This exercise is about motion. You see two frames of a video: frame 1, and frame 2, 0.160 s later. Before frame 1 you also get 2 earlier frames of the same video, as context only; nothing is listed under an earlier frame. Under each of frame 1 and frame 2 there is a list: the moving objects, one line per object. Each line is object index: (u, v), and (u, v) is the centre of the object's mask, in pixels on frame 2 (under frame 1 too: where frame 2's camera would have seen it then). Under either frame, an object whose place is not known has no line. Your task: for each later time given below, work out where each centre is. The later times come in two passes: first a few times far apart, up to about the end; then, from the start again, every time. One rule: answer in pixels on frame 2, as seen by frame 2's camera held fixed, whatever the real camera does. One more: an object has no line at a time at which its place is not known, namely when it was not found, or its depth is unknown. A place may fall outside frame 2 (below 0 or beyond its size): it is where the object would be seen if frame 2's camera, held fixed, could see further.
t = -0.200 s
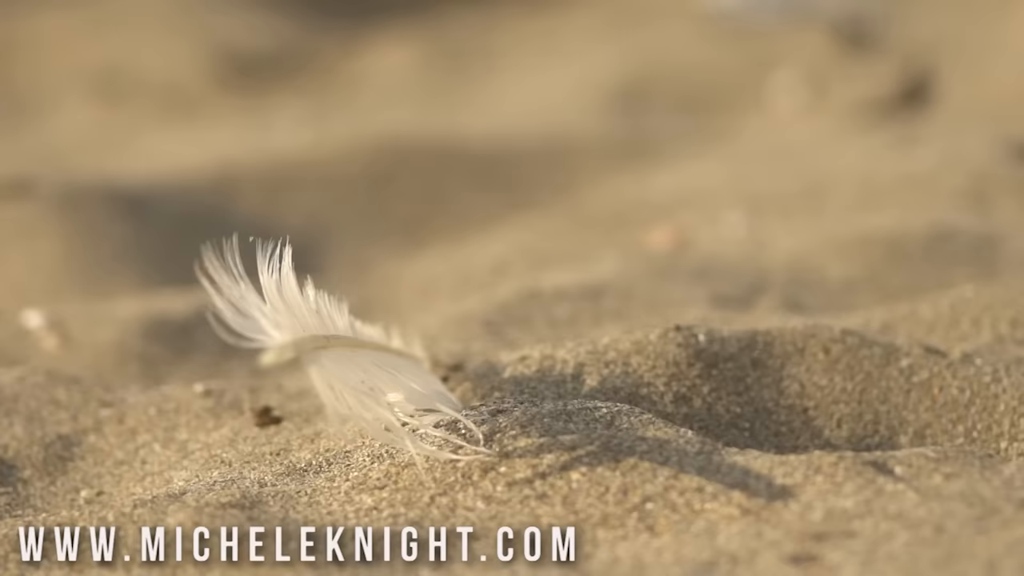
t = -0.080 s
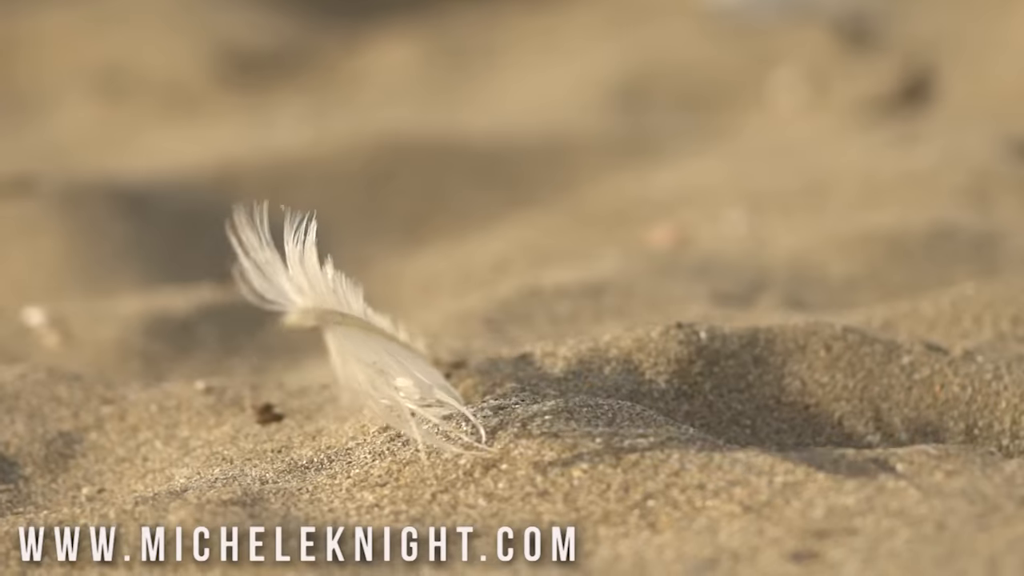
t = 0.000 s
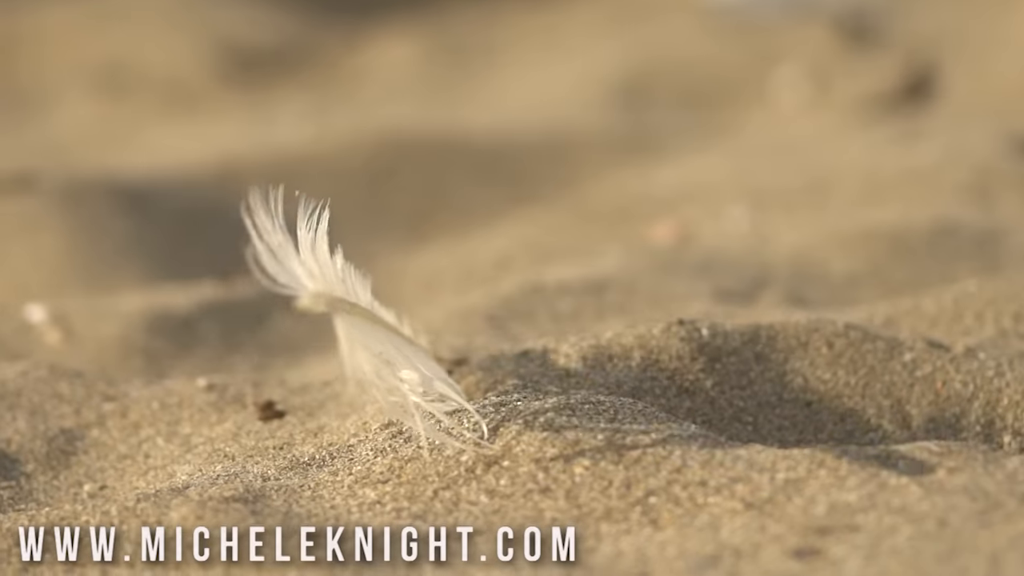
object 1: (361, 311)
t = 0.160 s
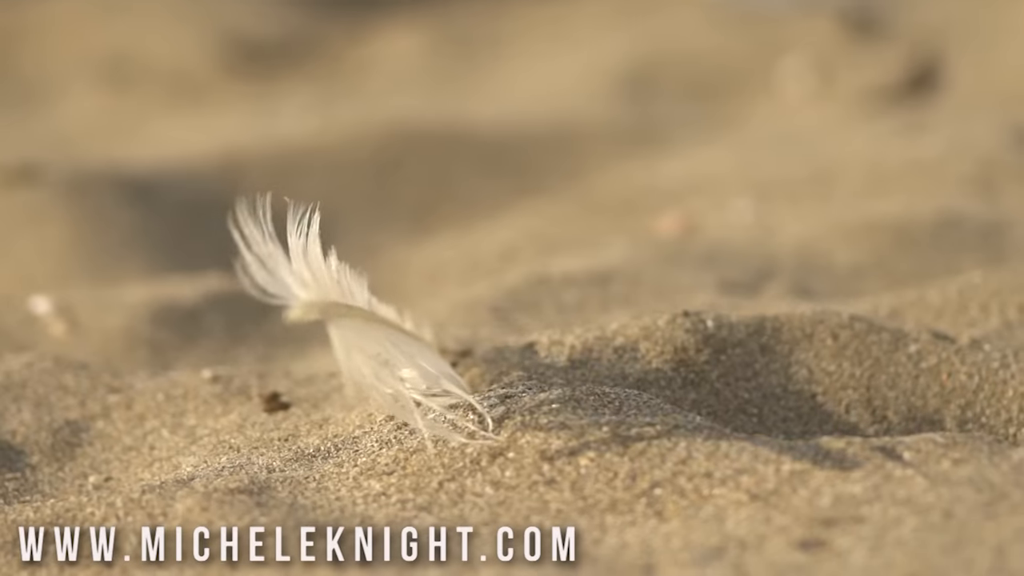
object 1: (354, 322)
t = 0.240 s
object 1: (347, 333)
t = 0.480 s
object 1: (344, 338)
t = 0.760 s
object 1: (355, 322)
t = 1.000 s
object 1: (359, 317)
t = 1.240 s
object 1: (365, 310)
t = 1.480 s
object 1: (363, 313)
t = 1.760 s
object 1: (357, 318)
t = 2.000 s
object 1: (355, 320)
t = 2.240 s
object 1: (351, 325)
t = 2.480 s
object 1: (350, 327)
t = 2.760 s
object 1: (357, 319)
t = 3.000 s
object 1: (355, 321)
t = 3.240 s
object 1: (349, 329)
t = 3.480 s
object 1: (344, 334)
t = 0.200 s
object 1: (350, 328)
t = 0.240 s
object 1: (347, 333)
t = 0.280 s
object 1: (344, 338)
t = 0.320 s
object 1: (342, 340)
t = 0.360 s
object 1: (342, 341)
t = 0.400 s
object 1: (342, 340)
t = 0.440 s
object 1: (343, 339)
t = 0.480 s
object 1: (344, 338)
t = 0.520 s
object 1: (345, 336)
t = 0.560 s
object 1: (346, 334)
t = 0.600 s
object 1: (348, 332)
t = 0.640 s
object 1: (350, 330)
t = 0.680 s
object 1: (351, 327)
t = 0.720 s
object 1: (353, 325)
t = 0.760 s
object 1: (355, 322)
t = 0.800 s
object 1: (356, 321)
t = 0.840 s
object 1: (356, 321)
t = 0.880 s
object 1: (355, 322)
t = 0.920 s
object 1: (356, 321)
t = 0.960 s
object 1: (357, 320)
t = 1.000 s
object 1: (359, 317)
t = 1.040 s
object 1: (361, 315)
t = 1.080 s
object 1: (363, 313)
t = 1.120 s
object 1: (365, 312)
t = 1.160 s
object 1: (366, 310)
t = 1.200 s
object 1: (366, 310)
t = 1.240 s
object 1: (365, 310)
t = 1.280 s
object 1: (364, 310)
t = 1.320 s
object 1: (364, 312)
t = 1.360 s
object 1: (363, 313)
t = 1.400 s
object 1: (363, 313)
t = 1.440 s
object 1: (363, 313)
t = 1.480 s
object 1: (363, 313)
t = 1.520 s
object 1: (362, 313)
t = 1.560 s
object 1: (361, 314)
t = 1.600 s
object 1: (360, 315)
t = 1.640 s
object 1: (359, 316)
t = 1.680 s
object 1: (358, 317)
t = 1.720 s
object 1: (358, 317)
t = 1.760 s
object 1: (357, 318)
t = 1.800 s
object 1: (357, 319)
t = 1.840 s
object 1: (357, 319)
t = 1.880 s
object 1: (356, 320)
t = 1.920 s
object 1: (356, 320)
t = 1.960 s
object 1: (355, 320)
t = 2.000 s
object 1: (355, 320)
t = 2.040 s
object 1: (355, 320)
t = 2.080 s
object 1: (355, 320)
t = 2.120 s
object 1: (355, 321)
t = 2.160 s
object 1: (354, 322)
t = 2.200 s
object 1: (353, 324)
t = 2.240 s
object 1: (351, 325)
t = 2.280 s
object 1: (350, 328)
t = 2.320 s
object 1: (349, 329)
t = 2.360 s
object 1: (348, 330)
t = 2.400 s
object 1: (348, 330)
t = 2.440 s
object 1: (349, 329)
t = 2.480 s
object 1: (350, 327)
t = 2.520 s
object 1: (351, 326)
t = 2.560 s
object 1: (352, 324)
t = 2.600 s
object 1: (354, 322)
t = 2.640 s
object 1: (355, 321)
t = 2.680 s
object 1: (356, 320)
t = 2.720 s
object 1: (356, 319)
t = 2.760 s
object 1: (357, 319)
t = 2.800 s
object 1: (357, 318)
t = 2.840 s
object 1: (357, 318)
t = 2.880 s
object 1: (357, 318)
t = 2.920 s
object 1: (356, 319)
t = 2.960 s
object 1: (356, 321)
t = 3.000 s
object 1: (355, 321)
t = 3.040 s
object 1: (354, 322)
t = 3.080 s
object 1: (353, 323)
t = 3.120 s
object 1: (352, 324)
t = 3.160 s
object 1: (351, 326)
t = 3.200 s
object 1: (350, 328)
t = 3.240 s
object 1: (349, 329)
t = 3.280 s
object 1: (348, 330)
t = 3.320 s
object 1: (347, 331)
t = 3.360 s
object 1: (347, 332)
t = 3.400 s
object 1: (346, 333)
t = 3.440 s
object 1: (345, 334)
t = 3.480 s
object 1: (344, 334)
